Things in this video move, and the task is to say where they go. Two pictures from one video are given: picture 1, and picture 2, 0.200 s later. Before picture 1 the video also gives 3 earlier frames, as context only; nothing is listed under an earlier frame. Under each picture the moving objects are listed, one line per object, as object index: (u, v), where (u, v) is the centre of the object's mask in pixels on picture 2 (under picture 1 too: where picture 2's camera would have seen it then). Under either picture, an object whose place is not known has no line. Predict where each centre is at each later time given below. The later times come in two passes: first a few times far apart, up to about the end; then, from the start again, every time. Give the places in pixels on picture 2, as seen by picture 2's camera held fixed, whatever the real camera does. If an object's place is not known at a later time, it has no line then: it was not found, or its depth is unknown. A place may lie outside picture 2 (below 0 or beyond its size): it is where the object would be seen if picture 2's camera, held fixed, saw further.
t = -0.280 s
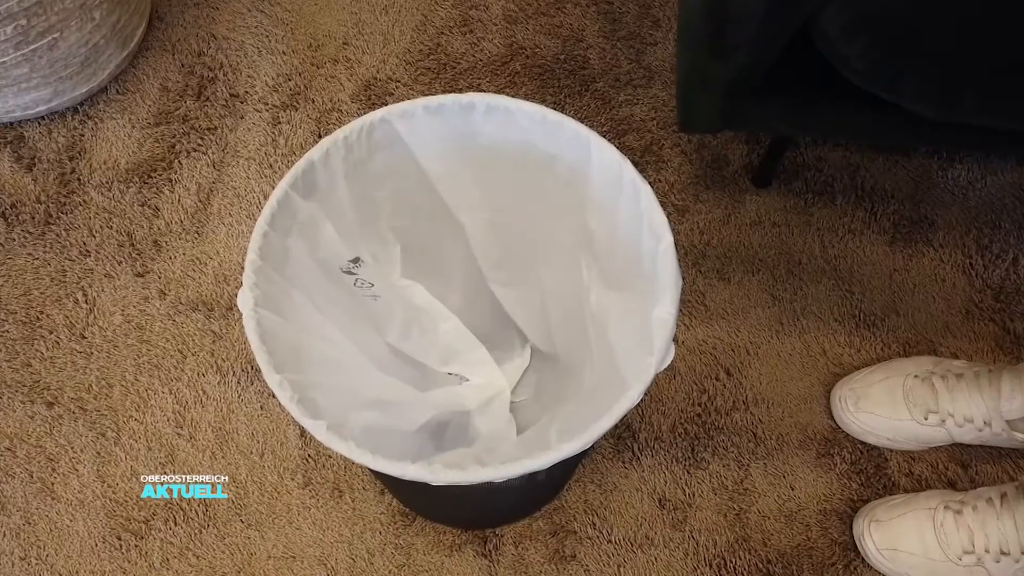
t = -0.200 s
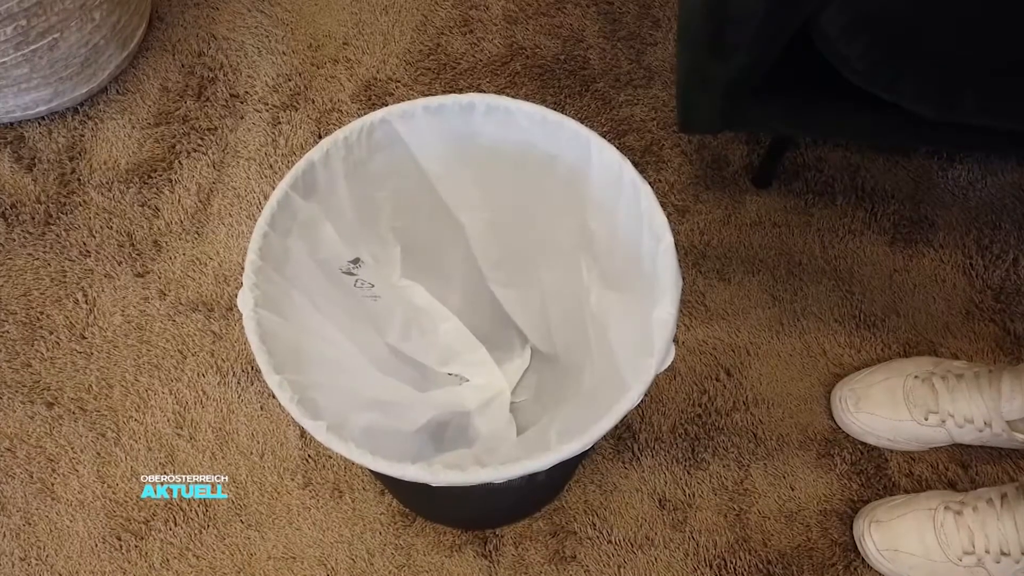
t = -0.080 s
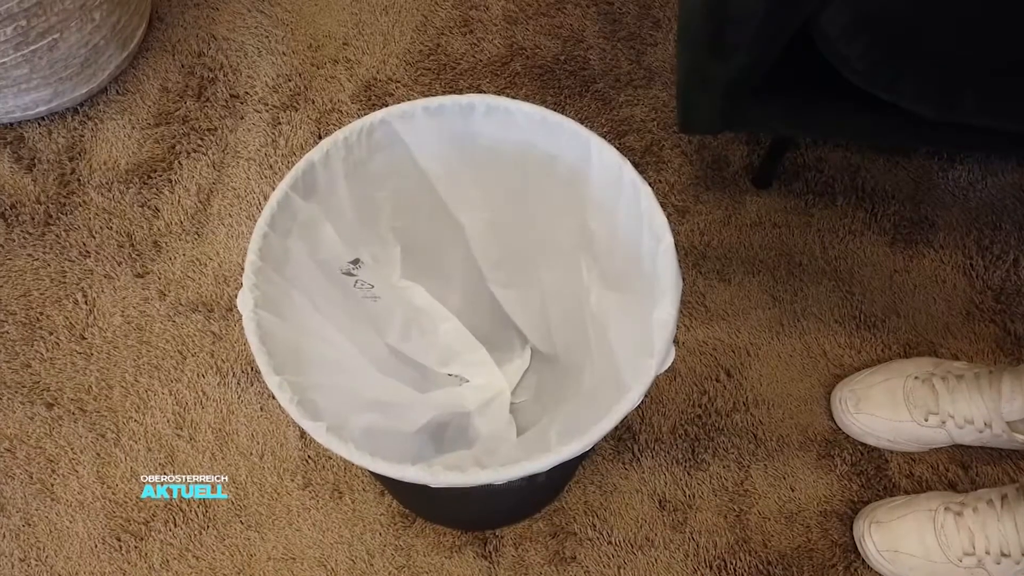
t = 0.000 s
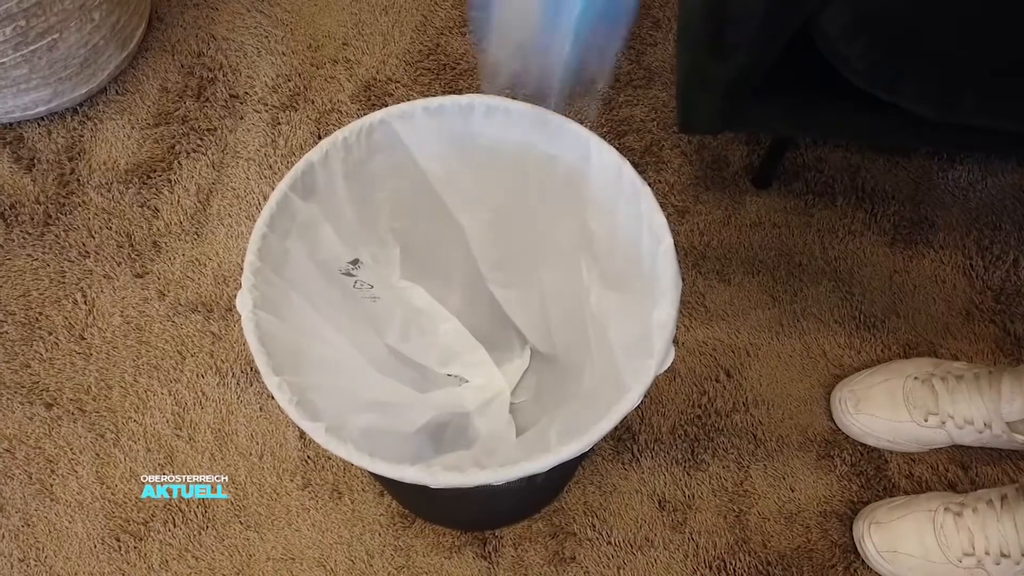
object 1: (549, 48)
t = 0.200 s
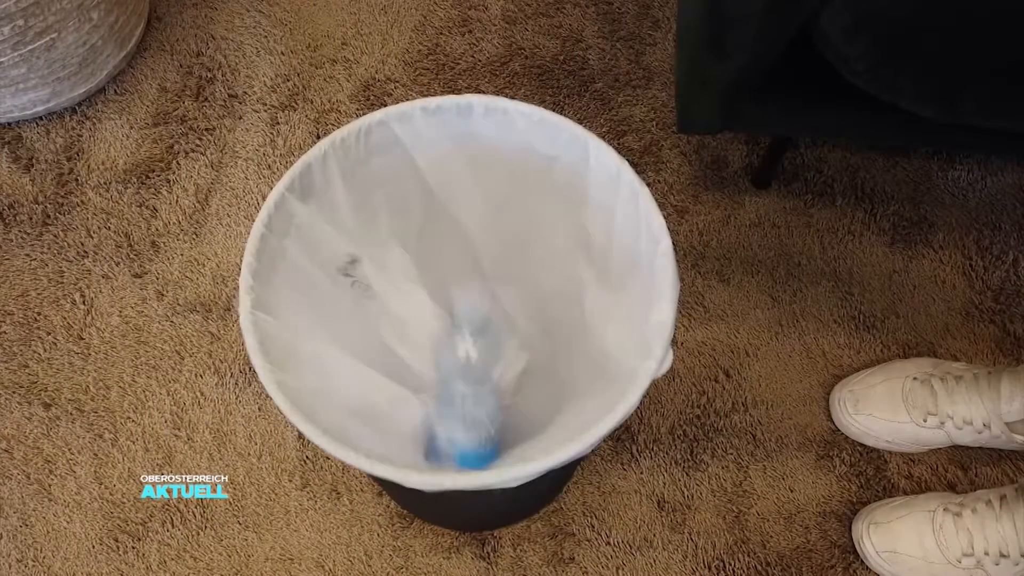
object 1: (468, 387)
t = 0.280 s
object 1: (452, 372)
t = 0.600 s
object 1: (479, 393)
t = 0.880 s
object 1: (479, 393)
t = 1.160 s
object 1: (480, 393)
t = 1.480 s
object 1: (481, 392)
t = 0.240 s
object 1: (457, 369)
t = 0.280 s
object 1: (452, 372)
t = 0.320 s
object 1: (460, 373)
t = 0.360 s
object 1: (469, 377)
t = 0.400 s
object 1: (476, 384)
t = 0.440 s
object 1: (478, 391)
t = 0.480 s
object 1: (479, 393)
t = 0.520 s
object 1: (479, 394)
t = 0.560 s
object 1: (479, 394)
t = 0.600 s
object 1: (479, 393)
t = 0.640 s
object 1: (479, 393)
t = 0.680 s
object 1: (479, 392)
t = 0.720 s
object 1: (479, 393)
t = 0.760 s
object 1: (479, 393)
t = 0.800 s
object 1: (479, 393)
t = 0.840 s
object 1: (479, 393)
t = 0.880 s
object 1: (479, 393)
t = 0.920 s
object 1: (479, 393)
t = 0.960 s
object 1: (480, 393)
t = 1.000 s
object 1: (480, 393)
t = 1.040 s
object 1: (480, 393)
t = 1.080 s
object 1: (480, 392)
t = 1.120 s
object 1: (480, 393)
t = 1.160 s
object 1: (480, 393)
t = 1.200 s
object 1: (480, 393)
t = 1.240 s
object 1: (480, 392)
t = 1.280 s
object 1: (480, 392)
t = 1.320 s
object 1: (480, 393)
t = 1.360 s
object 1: (480, 392)
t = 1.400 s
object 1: (480, 392)
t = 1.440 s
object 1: (481, 392)
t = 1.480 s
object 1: (481, 392)
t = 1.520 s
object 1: (480, 392)
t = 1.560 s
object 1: (481, 393)
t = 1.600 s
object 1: (480, 392)
